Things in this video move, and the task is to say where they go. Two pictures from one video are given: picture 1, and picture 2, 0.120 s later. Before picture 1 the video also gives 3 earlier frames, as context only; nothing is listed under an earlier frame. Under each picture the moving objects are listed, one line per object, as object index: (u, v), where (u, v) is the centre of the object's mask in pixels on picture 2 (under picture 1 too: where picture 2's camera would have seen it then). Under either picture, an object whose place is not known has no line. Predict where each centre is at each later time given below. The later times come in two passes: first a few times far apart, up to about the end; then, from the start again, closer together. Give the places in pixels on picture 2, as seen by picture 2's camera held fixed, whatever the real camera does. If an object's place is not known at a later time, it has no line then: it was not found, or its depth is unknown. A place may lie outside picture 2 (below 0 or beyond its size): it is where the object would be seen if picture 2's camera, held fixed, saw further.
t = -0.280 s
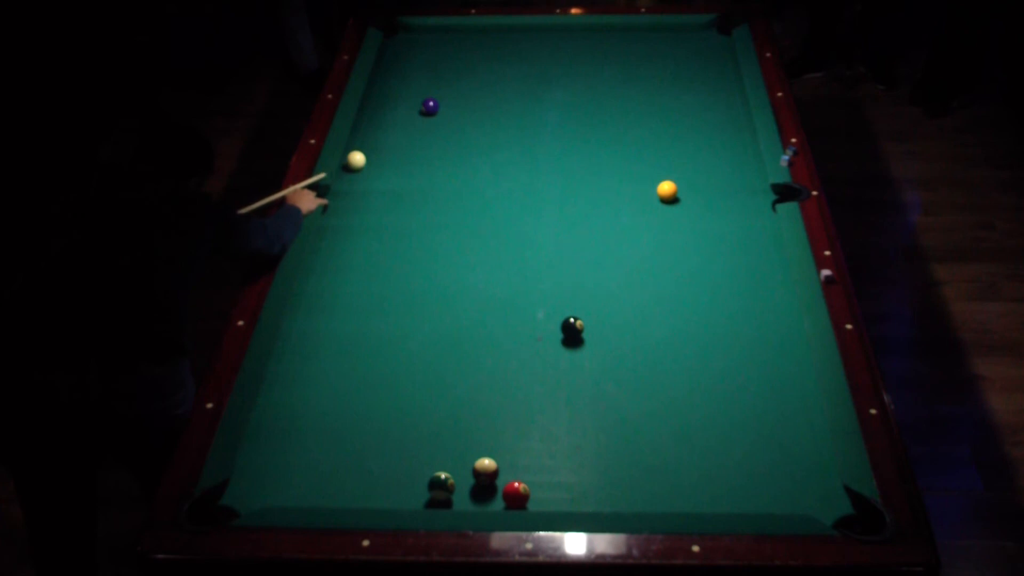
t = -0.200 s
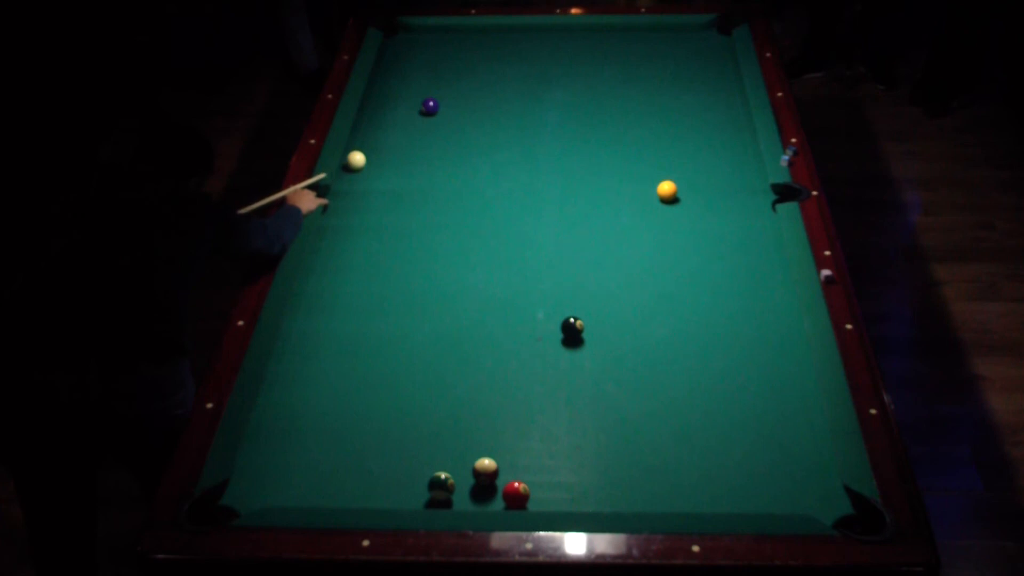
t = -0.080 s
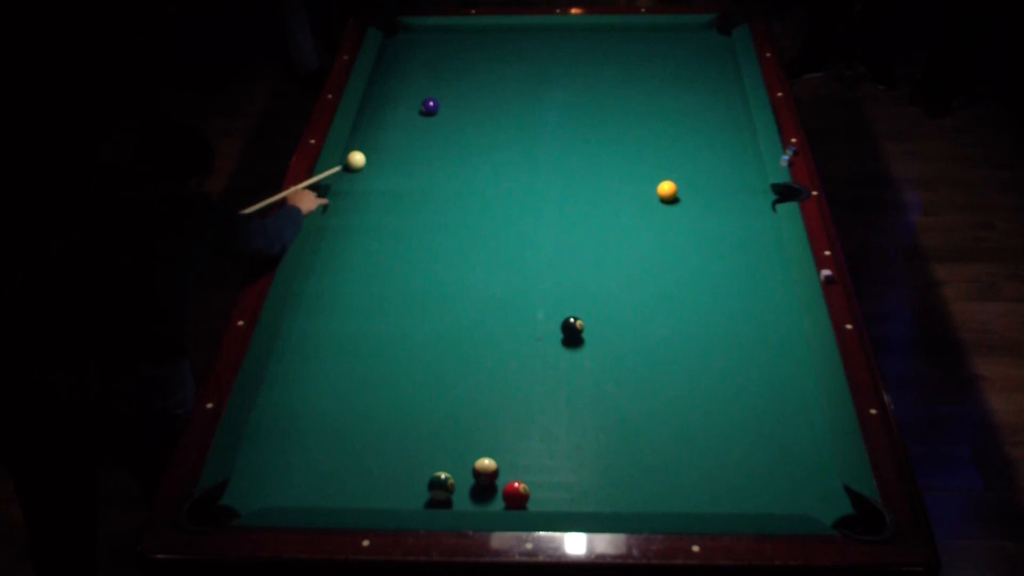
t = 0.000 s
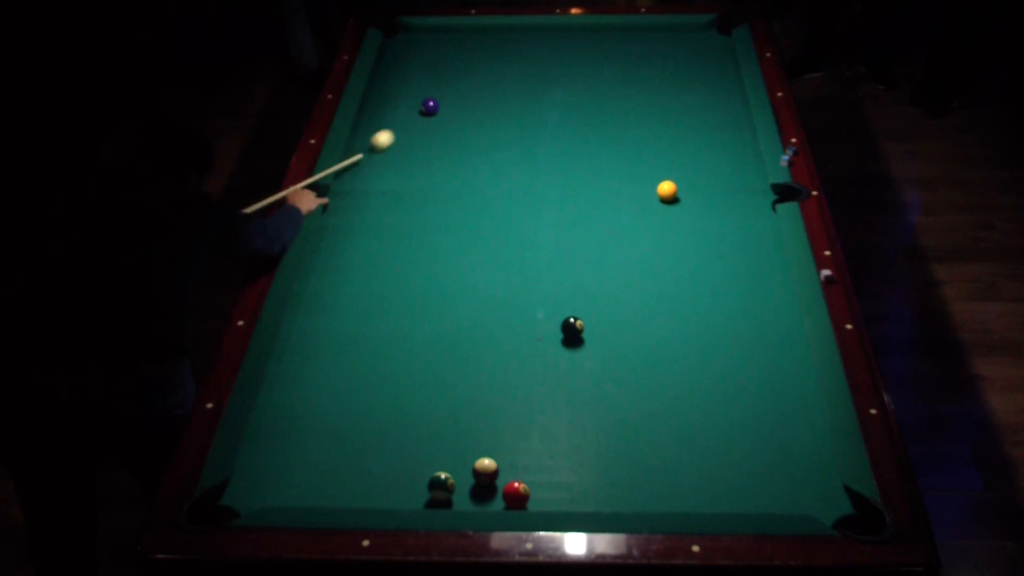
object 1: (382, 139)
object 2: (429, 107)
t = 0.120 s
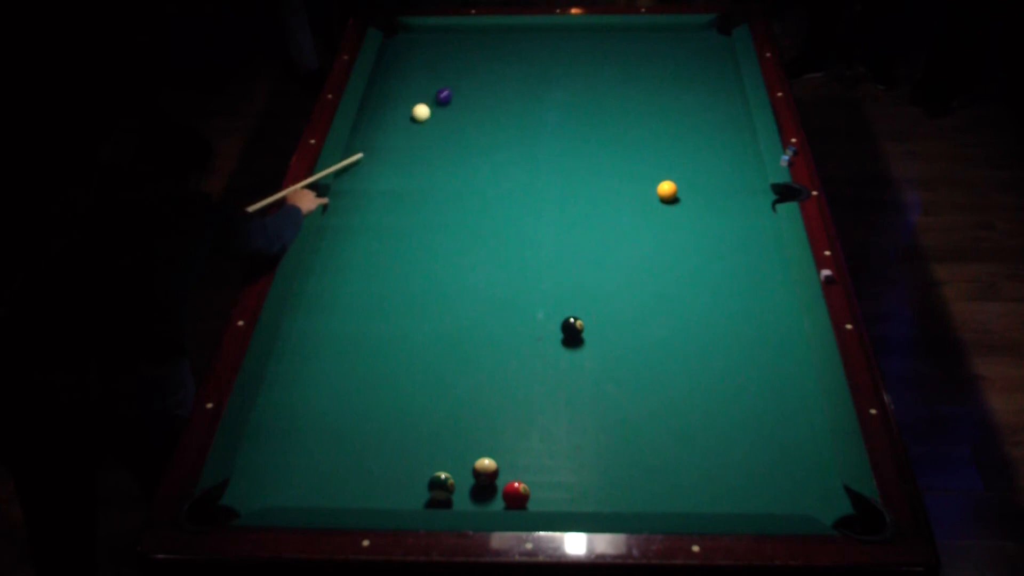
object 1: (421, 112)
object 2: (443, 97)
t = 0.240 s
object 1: (426, 109)
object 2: (483, 68)
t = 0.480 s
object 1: (437, 101)
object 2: (539, 31)
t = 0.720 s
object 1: (447, 94)
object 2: (565, 53)
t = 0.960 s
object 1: (456, 88)
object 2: (592, 76)
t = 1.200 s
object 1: (464, 83)
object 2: (619, 98)
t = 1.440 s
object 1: (471, 77)
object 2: (649, 123)
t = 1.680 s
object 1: (478, 73)
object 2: (679, 148)
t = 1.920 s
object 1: (483, 70)
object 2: (711, 174)
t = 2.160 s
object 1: (488, 66)
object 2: (743, 201)
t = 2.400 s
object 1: (493, 64)
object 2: (765, 228)
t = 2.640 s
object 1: (496, 62)
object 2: (755, 251)
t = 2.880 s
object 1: (498, 61)
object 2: (743, 274)
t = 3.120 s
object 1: (500, 60)
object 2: (732, 297)
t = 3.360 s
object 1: (501, 59)
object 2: (720, 319)
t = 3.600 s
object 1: (501, 59)
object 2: (708, 343)
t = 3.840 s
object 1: (501, 59)
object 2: (697, 366)
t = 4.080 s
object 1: (501, 59)
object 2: (685, 390)
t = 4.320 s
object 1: (501, 60)
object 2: (673, 412)
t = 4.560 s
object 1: (501, 60)
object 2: (660, 434)
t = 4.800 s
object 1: (501, 60)
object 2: (648, 456)
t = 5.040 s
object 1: (501, 60)
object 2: (636, 477)
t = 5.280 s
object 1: (501, 60)
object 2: (626, 497)
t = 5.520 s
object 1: (501, 60)
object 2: (616, 500)
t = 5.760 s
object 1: (501, 60)
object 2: (608, 495)
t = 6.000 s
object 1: (501, 60)
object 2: (602, 485)
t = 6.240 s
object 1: (501, 60)
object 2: (597, 479)
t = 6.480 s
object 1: (501, 60)
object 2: (593, 475)
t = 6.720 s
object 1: (501, 60)
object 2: (590, 471)
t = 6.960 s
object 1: (501, 60)
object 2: (588, 469)
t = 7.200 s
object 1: (501, 60)
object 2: (587, 469)
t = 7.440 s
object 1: (501, 60)
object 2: (587, 469)
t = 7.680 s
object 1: (501, 60)
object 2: (587, 469)
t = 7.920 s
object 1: (501, 60)
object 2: (587, 469)
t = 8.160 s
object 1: (501, 60)
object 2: (587, 469)
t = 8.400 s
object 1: (501, 60)
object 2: (587, 469)
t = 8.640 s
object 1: (501, 60)
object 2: (587, 469)
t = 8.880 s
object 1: (501, 60)
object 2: (587, 469)
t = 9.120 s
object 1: (501, 60)
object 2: (587, 469)
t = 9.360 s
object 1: (501, 60)
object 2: (587, 469)
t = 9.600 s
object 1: (501, 60)
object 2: (587, 469)
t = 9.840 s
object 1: (501, 59)
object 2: (587, 469)
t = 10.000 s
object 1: (501, 59)
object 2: (587, 469)
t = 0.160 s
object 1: (422, 112)
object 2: (457, 86)
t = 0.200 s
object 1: (424, 110)
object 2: (470, 77)
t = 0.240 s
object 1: (426, 109)
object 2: (483, 68)
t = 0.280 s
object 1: (428, 107)
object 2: (495, 58)
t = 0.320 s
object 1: (430, 106)
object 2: (506, 51)
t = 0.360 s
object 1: (432, 105)
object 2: (517, 44)
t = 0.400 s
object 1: (434, 103)
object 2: (526, 37)
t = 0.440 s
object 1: (435, 102)
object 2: (533, 30)
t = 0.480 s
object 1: (437, 101)
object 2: (539, 31)
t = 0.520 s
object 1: (439, 100)
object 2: (544, 35)
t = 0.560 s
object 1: (440, 99)
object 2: (548, 39)
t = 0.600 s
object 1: (442, 97)
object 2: (552, 43)
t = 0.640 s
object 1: (444, 96)
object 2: (556, 47)
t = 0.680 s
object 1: (445, 95)
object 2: (561, 50)
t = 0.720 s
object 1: (447, 94)
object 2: (565, 53)
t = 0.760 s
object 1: (449, 93)
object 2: (569, 57)
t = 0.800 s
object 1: (450, 92)
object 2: (574, 61)
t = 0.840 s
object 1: (452, 91)
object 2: (578, 64)
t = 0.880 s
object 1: (453, 90)
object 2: (582, 68)
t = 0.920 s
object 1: (455, 89)
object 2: (588, 72)
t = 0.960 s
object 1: (456, 88)
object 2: (592, 76)
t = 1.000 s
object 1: (458, 87)
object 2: (596, 79)
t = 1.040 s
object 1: (459, 86)
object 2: (601, 83)
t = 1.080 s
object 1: (460, 85)
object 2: (605, 87)
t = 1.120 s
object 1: (462, 84)
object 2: (610, 91)
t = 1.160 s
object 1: (463, 83)
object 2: (615, 95)
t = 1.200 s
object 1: (464, 83)
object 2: (619, 98)
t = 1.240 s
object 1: (465, 82)
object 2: (624, 103)
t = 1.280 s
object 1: (467, 81)
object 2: (629, 106)
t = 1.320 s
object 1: (468, 80)
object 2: (634, 110)
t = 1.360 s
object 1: (469, 79)
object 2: (639, 114)
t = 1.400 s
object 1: (470, 78)
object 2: (644, 119)
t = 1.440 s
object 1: (471, 77)
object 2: (649, 123)
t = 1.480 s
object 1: (473, 77)
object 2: (654, 127)
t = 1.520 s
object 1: (474, 76)
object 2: (659, 131)
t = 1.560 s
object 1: (475, 75)
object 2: (664, 135)
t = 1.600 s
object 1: (476, 75)
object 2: (669, 139)
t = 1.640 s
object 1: (477, 74)
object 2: (674, 144)
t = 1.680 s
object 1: (478, 73)
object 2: (679, 148)
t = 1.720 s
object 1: (479, 73)
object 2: (684, 152)
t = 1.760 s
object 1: (480, 72)
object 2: (689, 157)
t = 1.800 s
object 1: (481, 71)
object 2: (695, 161)
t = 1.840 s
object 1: (482, 71)
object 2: (700, 165)
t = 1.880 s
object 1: (483, 70)
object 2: (705, 170)
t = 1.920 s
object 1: (483, 70)
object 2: (711, 174)
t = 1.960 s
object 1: (484, 69)
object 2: (716, 179)
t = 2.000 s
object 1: (485, 69)
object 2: (721, 183)
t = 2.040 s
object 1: (486, 68)
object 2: (726, 188)
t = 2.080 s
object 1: (487, 68)
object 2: (732, 192)
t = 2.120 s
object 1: (488, 67)
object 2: (738, 197)
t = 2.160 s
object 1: (488, 66)
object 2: (743, 201)
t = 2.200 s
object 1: (489, 66)
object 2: (749, 206)
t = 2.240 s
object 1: (490, 65)
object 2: (755, 211)
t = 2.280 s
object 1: (490, 65)
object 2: (760, 216)
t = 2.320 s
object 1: (491, 65)
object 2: (766, 220)
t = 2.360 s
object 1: (492, 64)
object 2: (767, 225)
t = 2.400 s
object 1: (493, 64)
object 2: (765, 228)
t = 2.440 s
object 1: (493, 64)
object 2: (764, 232)
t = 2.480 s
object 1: (494, 63)
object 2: (762, 236)
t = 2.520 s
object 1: (494, 63)
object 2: (760, 240)
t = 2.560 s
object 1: (495, 63)
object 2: (758, 243)
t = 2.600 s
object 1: (495, 62)
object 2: (756, 247)
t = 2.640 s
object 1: (496, 62)
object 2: (755, 251)
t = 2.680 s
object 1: (496, 62)
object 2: (753, 255)
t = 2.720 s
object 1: (497, 62)
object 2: (751, 259)
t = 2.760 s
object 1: (497, 61)
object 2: (749, 263)
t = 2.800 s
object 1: (498, 61)
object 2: (747, 266)
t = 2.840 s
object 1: (498, 61)
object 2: (745, 269)
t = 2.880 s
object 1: (498, 61)
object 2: (743, 274)
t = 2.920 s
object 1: (499, 60)
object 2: (742, 278)
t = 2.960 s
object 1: (499, 60)
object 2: (740, 281)
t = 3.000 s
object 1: (499, 60)
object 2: (738, 285)
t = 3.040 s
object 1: (499, 60)
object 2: (736, 289)
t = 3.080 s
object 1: (500, 60)
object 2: (734, 293)
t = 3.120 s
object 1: (500, 60)
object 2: (732, 297)
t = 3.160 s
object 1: (500, 60)
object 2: (730, 301)
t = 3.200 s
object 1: (500, 60)
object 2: (728, 304)
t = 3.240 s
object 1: (500, 60)
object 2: (726, 308)
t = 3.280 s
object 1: (500, 59)
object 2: (724, 312)
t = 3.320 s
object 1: (500, 59)
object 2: (722, 316)
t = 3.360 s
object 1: (501, 59)
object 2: (720, 319)
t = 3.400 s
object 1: (501, 59)
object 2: (718, 324)
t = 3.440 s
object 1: (501, 59)
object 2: (716, 328)
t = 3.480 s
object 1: (501, 59)
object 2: (714, 331)
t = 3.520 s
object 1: (501, 59)
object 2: (712, 335)
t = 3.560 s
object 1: (501, 59)
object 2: (710, 338)
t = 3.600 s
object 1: (501, 59)
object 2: (708, 343)
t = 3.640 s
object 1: (501, 59)
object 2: (706, 347)
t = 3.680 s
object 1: (501, 59)
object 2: (704, 351)
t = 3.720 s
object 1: (501, 59)
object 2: (702, 355)
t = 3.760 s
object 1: (501, 59)
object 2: (700, 359)
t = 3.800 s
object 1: (501, 59)
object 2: (698, 362)
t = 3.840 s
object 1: (501, 59)
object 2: (697, 366)
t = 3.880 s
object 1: (501, 59)
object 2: (695, 370)
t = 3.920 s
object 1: (501, 59)
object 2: (692, 374)
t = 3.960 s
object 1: (501, 59)
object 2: (691, 378)
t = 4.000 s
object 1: (501, 59)
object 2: (689, 381)
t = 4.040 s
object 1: (501, 59)
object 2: (686, 386)
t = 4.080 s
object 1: (501, 59)
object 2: (685, 390)
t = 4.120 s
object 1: (501, 59)
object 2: (683, 393)
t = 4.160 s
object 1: (501, 59)
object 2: (681, 397)
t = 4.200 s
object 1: (501, 59)
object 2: (679, 401)
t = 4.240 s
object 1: (501, 59)
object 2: (677, 404)
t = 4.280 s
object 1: (501, 60)
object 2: (675, 408)
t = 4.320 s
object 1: (501, 60)
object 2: (673, 412)
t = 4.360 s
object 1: (501, 60)
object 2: (671, 416)
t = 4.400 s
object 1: (501, 60)
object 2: (669, 420)
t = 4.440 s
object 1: (501, 60)
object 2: (666, 423)
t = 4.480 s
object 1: (501, 60)
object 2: (664, 427)
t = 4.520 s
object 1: (501, 60)
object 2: (662, 430)
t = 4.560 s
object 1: (501, 60)
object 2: (660, 434)
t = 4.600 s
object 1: (501, 60)
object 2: (659, 438)
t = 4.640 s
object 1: (501, 60)
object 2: (657, 441)
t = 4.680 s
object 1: (501, 60)
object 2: (655, 445)
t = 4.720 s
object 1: (501, 60)
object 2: (652, 449)
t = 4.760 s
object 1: (501, 60)
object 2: (650, 452)
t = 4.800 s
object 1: (501, 60)
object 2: (648, 456)
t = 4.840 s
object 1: (501, 60)
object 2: (646, 459)
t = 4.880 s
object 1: (501, 60)
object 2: (644, 463)
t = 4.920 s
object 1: (501, 60)
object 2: (642, 467)
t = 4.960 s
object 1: (501, 60)
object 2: (640, 470)
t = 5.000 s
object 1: (501, 60)
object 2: (638, 473)
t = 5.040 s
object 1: (501, 60)
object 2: (636, 477)
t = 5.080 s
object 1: (501, 60)
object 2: (635, 480)
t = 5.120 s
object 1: (501, 60)
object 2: (633, 483)
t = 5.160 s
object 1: (501, 60)
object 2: (631, 487)
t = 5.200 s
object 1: (501, 60)
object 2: (630, 490)
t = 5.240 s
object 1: (501, 60)
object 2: (628, 492)
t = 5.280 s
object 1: (501, 60)
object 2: (626, 497)
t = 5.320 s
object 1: (501, 60)
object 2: (624, 499)
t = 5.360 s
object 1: (501, 60)
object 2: (622, 501)
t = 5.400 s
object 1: (501, 60)
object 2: (620, 502)
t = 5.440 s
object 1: (501, 60)
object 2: (618, 502)
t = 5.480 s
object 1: (501, 60)
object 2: (617, 501)
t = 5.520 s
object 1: (501, 60)
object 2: (616, 500)
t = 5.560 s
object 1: (501, 60)
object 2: (614, 499)
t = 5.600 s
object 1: (501, 60)
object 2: (613, 498)
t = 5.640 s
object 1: (501, 60)
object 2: (612, 497)
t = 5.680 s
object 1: (501, 60)
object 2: (611, 497)
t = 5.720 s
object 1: (501, 60)
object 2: (609, 496)
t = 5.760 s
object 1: (501, 60)
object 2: (608, 495)
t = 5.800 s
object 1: (501, 60)
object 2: (607, 493)
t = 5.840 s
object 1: (501, 60)
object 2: (606, 490)
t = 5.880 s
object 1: (501, 60)
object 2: (605, 489)
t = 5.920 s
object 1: (501, 60)
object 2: (604, 489)
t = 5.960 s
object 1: (501, 60)
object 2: (603, 488)
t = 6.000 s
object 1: (501, 60)
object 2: (602, 485)
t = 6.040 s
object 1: (501, 60)
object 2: (601, 485)
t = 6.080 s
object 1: (501, 60)
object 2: (600, 484)
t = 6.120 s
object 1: (501, 60)
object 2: (599, 483)
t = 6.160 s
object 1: (501, 60)
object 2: (598, 482)
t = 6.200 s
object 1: (501, 60)
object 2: (598, 480)
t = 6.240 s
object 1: (501, 60)
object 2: (597, 479)
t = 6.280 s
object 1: (501, 60)
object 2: (596, 478)
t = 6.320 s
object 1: (501, 60)
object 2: (595, 477)
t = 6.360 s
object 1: (501, 60)
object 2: (595, 477)
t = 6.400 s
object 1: (501, 60)
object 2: (594, 476)
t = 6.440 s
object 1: (501, 60)
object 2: (594, 475)
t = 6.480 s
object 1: (501, 60)
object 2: (593, 475)
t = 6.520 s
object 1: (501, 60)
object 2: (593, 474)
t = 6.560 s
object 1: (501, 60)
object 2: (592, 474)
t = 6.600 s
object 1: (501, 60)
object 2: (592, 473)
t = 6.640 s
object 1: (501, 60)
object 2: (591, 472)
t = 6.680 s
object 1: (501, 60)
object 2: (591, 472)
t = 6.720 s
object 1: (501, 60)
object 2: (590, 471)
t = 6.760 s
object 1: (501, 60)
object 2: (590, 471)
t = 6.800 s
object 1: (501, 60)
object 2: (589, 470)
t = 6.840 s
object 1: (501, 60)
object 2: (589, 470)
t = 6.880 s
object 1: (501, 60)
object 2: (589, 470)
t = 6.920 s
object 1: (501, 60)
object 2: (588, 469)
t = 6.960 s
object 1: (501, 60)
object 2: (588, 469)
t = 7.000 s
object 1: (501, 60)
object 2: (588, 469)
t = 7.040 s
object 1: (501, 60)
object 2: (588, 469)
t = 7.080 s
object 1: (501, 60)
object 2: (587, 469)
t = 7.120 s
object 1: (501, 60)
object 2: (587, 469)
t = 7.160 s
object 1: (501, 60)
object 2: (587, 469)
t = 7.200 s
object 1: (501, 60)
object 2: (587, 469)
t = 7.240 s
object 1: (501, 60)
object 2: (587, 469)
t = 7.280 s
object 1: (501, 60)
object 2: (587, 469)
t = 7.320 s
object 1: (501, 60)
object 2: (587, 469)
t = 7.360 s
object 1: (501, 60)
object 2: (587, 469)
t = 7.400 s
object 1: (501, 60)
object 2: (587, 469)
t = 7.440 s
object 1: (501, 60)
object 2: (587, 469)
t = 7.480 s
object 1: (501, 60)
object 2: (587, 469)
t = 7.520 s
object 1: (501, 60)
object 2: (587, 469)
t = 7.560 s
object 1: (501, 60)
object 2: (587, 469)
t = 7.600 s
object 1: (501, 60)
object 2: (587, 469)
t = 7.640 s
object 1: (501, 60)
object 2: (587, 469)
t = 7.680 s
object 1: (501, 60)
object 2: (587, 469)
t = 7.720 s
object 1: (501, 60)
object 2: (587, 469)
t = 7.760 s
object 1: (501, 60)
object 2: (587, 469)
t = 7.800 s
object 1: (501, 60)
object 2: (587, 469)
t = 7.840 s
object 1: (501, 60)
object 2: (587, 469)
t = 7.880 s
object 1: (501, 60)
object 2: (587, 469)
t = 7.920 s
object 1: (501, 60)
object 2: (587, 469)
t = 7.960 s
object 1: (501, 60)
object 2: (587, 469)
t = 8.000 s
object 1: (501, 60)
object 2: (587, 469)
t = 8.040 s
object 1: (501, 60)
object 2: (587, 469)
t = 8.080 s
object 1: (501, 60)
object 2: (587, 469)
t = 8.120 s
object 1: (501, 60)
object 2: (587, 469)
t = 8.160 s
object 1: (501, 60)
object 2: (587, 469)
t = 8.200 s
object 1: (501, 60)
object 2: (587, 469)
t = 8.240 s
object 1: (501, 60)
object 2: (587, 469)
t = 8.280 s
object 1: (501, 60)
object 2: (587, 469)
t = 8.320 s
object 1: (501, 60)
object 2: (587, 469)
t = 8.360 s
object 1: (501, 60)
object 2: (587, 469)
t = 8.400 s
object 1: (501, 60)
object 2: (587, 469)
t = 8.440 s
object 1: (501, 60)
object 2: (587, 469)
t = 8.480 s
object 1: (501, 60)
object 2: (587, 469)
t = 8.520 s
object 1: (501, 60)
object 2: (587, 469)
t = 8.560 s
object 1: (501, 60)
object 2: (587, 469)
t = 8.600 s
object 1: (501, 60)
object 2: (587, 469)
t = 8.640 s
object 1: (501, 60)
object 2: (587, 469)
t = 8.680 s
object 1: (501, 60)
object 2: (587, 469)
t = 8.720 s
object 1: (501, 60)
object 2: (587, 469)
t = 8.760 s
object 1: (501, 60)
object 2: (587, 469)
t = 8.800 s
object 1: (501, 60)
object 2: (587, 469)
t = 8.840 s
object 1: (501, 60)
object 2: (587, 469)
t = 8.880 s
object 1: (501, 60)
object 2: (587, 469)
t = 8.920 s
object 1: (501, 60)
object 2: (587, 469)
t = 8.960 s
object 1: (501, 60)
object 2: (587, 469)
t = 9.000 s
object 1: (501, 60)
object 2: (587, 469)
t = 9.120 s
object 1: (501, 60)
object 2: (587, 469)
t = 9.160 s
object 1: (501, 60)
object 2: (587, 469)
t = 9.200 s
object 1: (501, 60)
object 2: (587, 469)
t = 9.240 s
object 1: (501, 60)
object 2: (587, 469)
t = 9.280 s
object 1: (501, 60)
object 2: (587, 469)
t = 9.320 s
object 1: (501, 60)
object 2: (587, 469)
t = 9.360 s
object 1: (501, 60)
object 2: (587, 469)
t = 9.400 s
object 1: (501, 60)
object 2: (587, 469)
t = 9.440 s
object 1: (501, 60)
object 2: (587, 469)
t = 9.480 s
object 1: (501, 60)
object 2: (587, 469)
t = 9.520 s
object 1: (501, 60)
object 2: (587, 469)
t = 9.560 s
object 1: (501, 60)
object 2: (587, 469)
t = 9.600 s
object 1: (501, 60)
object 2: (587, 469)
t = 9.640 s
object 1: (501, 59)
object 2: (587, 469)
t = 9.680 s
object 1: (501, 60)
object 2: (587, 469)
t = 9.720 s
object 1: (501, 60)
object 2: (587, 469)
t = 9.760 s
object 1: (501, 60)
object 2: (587, 469)
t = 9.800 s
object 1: (501, 59)
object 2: (587, 469)
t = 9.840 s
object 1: (501, 59)
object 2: (587, 469)
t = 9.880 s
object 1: (501, 59)
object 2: (587, 469)
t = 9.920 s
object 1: (501, 59)
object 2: (587, 469)
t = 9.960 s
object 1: (501, 59)
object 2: (587, 469)
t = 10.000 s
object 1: (501, 59)
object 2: (587, 469)
